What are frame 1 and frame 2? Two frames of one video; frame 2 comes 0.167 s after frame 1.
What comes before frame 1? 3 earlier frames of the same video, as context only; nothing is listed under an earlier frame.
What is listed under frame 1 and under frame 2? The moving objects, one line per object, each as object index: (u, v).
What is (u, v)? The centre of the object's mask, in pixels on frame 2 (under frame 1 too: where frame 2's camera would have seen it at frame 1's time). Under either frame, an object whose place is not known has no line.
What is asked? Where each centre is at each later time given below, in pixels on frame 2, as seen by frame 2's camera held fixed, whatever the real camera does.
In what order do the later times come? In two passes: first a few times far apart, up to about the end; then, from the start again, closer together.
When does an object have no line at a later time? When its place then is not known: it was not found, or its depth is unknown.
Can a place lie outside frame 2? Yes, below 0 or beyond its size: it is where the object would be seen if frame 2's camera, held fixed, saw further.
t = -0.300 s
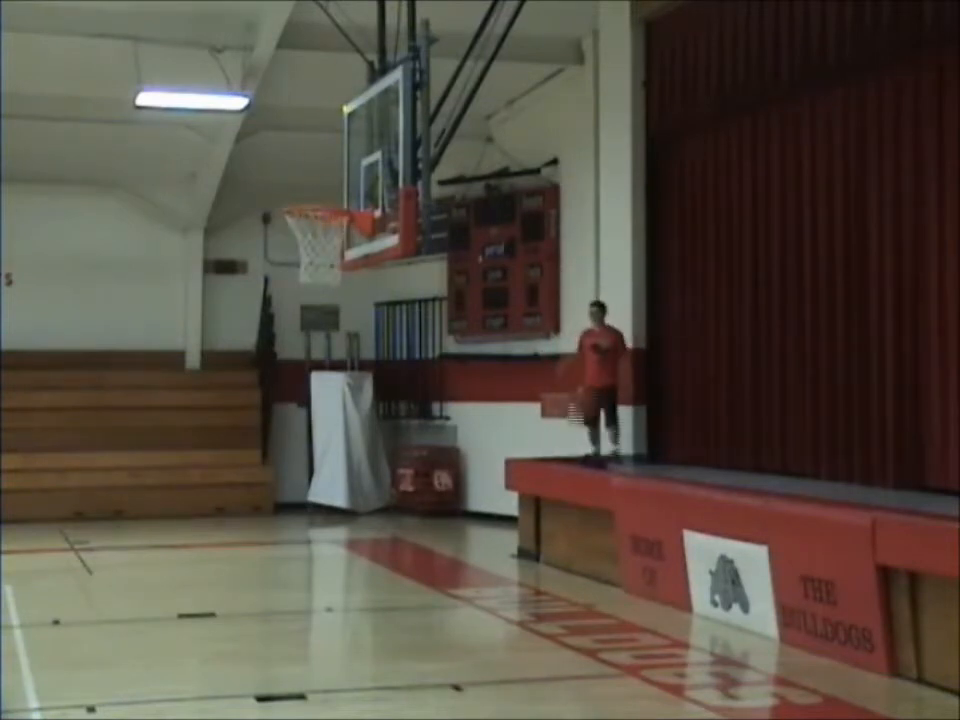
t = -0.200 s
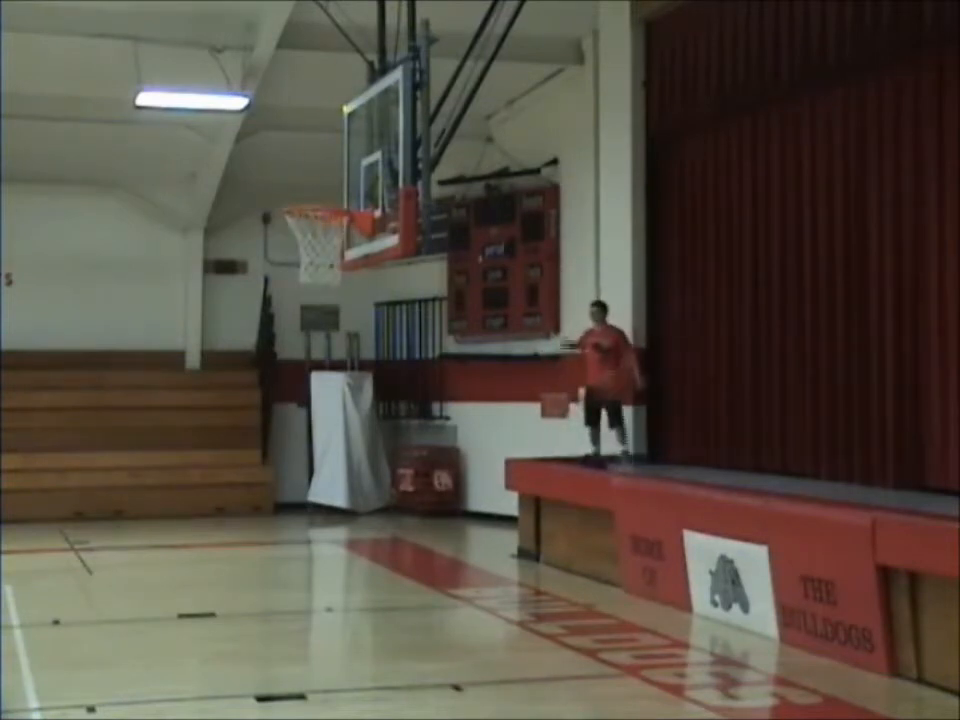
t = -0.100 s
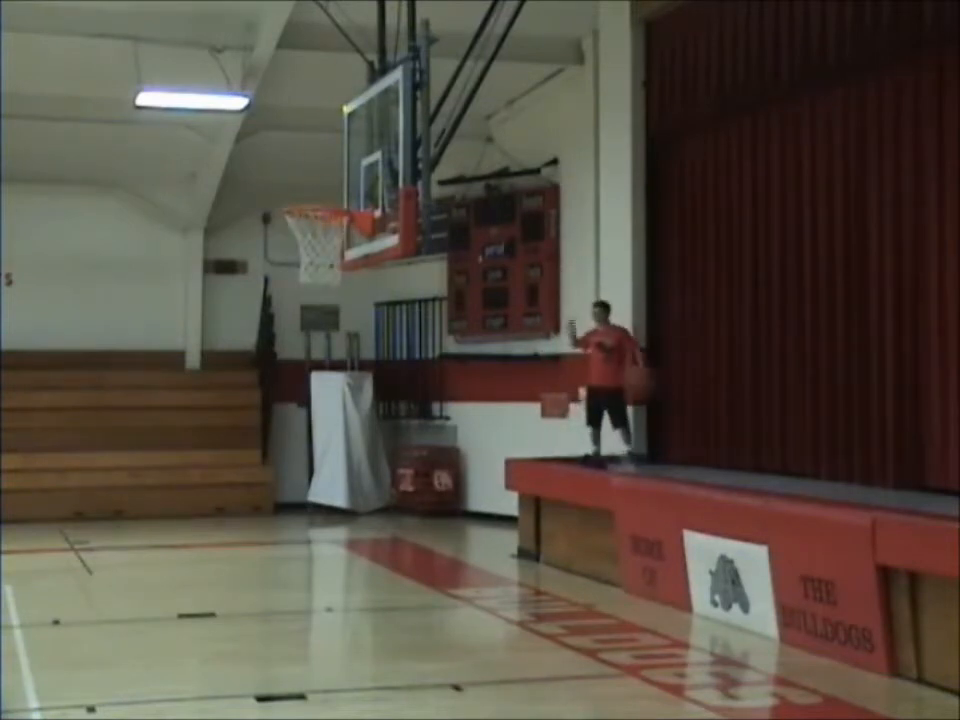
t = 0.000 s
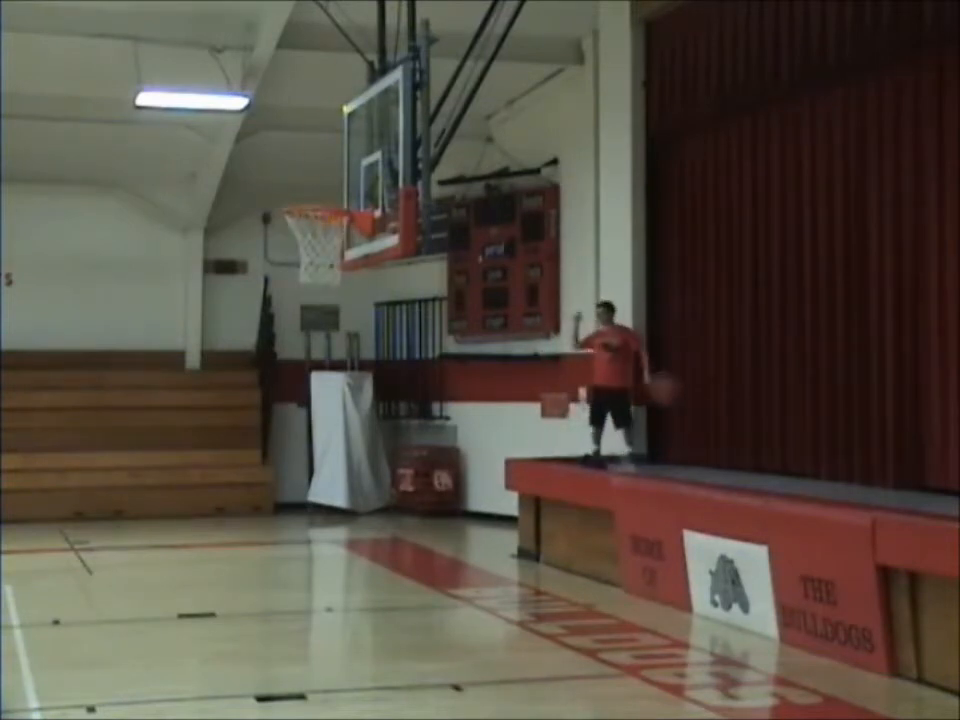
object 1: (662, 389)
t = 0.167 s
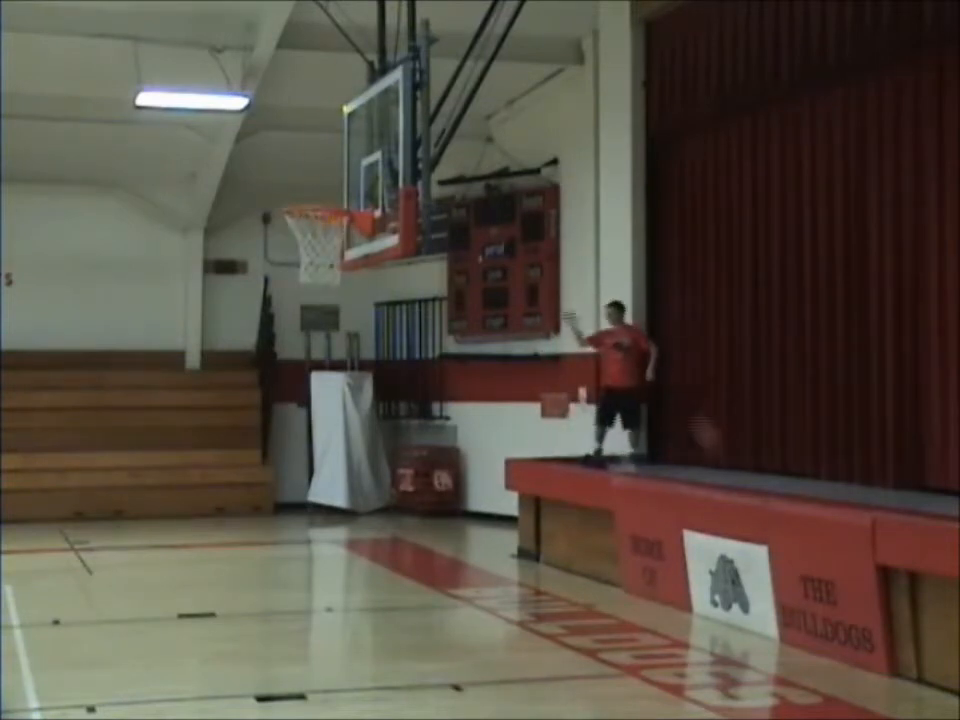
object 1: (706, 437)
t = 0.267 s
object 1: (736, 475)
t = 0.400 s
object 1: (748, 535)
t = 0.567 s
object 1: (725, 599)
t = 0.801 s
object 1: (694, 571)
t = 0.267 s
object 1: (736, 475)
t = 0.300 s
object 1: (753, 507)
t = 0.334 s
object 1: (756, 517)
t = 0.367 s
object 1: (754, 525)
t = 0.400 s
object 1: (748, 535)
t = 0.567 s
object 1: (725, 599)
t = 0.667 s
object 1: (711, 616)
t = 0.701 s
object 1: (706, 600)
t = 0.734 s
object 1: (703, 589)
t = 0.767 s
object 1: (699, 578)
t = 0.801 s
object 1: (694, 571)
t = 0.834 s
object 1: (690, 564)
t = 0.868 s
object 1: (687, 559)
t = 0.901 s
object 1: (680, 553)
